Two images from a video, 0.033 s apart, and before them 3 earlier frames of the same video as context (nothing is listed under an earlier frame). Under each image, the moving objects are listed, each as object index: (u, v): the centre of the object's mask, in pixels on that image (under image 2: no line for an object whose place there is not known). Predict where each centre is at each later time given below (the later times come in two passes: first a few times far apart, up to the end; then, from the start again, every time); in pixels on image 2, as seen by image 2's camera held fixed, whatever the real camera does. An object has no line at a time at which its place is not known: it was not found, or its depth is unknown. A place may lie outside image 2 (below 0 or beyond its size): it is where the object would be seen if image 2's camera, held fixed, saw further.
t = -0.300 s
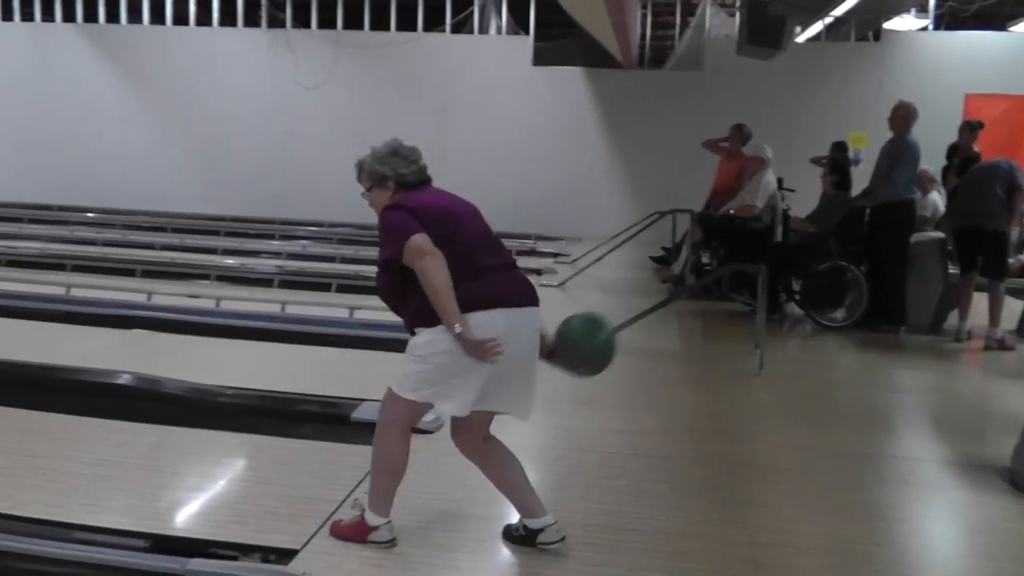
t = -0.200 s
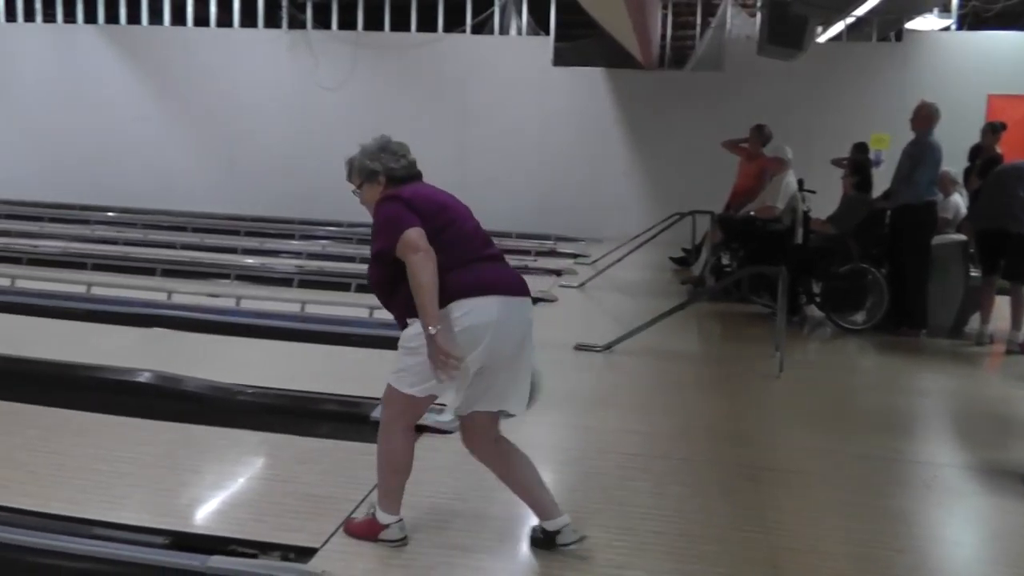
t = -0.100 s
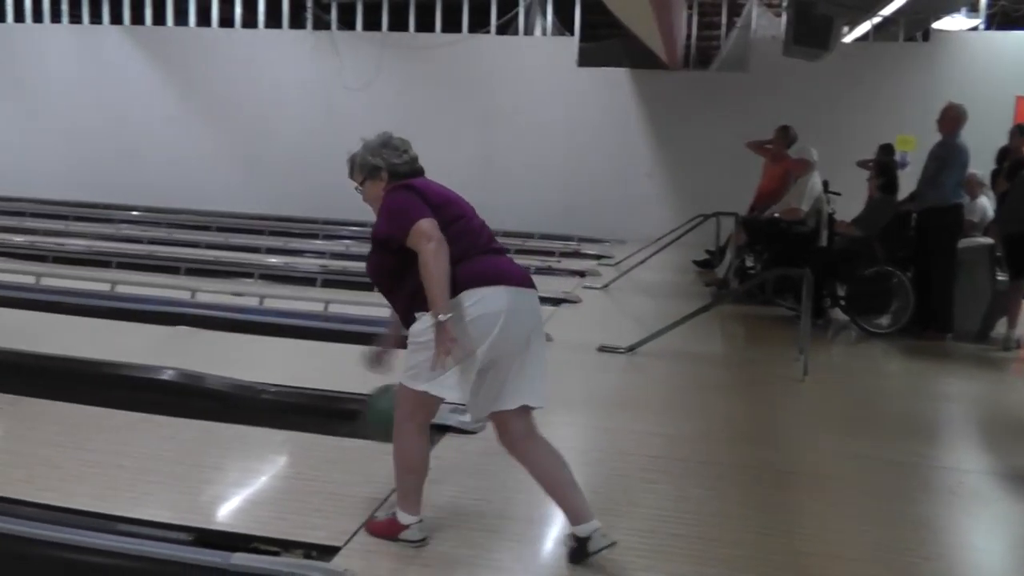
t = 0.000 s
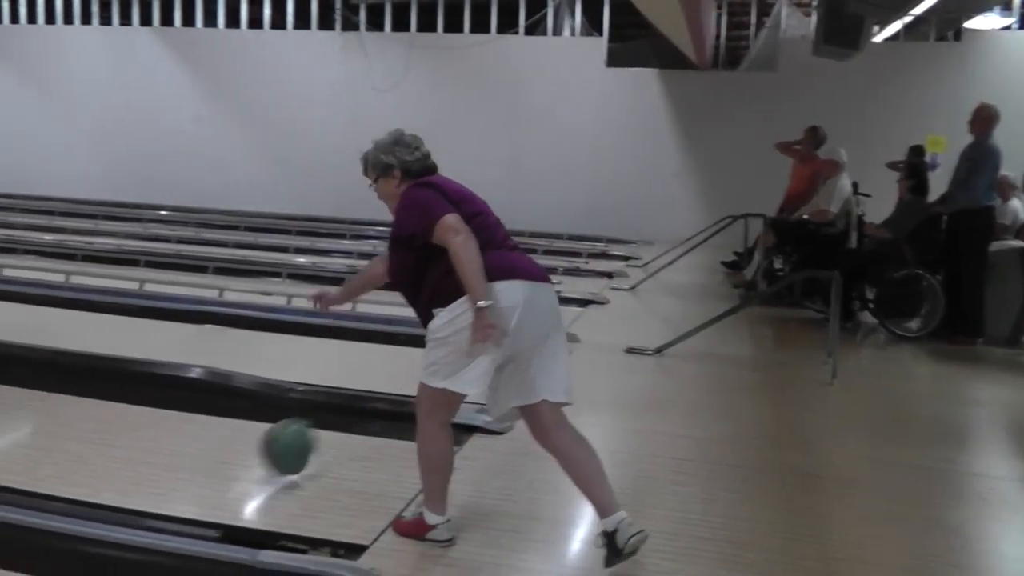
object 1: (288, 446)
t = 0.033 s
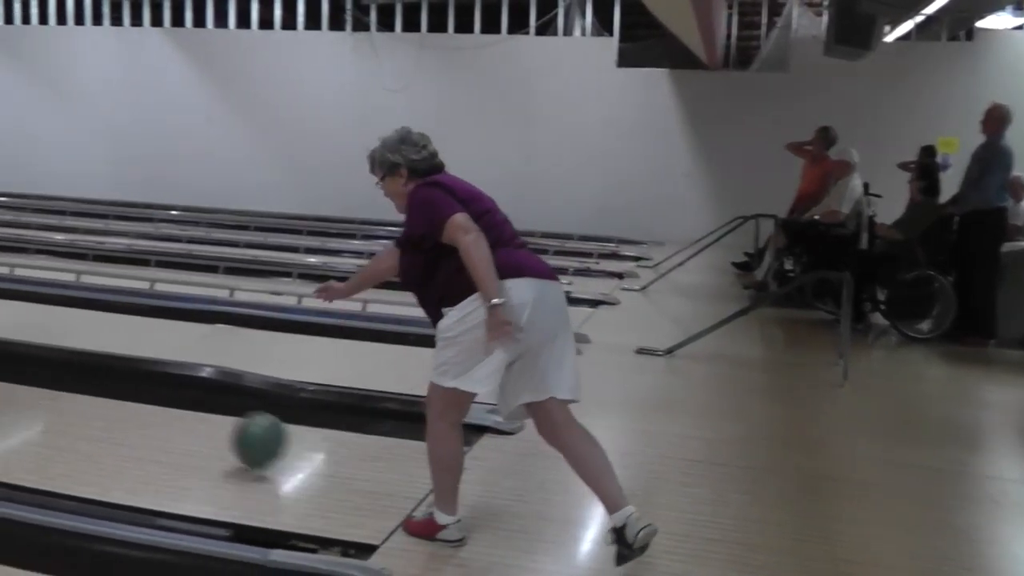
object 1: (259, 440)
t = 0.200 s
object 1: (85, 415)
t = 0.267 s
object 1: (24, 407)
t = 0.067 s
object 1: (221, 429)
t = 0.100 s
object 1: (186, 421)
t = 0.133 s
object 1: (151, 416)
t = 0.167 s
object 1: (117, 414)
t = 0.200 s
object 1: (85, 415)
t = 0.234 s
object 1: (54, 413)
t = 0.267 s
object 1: (24, 407)
